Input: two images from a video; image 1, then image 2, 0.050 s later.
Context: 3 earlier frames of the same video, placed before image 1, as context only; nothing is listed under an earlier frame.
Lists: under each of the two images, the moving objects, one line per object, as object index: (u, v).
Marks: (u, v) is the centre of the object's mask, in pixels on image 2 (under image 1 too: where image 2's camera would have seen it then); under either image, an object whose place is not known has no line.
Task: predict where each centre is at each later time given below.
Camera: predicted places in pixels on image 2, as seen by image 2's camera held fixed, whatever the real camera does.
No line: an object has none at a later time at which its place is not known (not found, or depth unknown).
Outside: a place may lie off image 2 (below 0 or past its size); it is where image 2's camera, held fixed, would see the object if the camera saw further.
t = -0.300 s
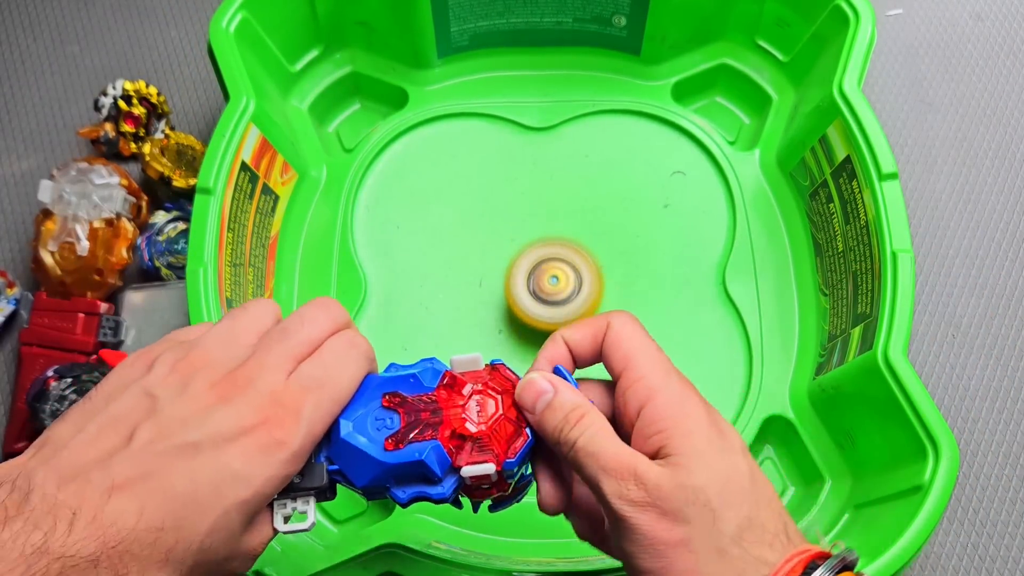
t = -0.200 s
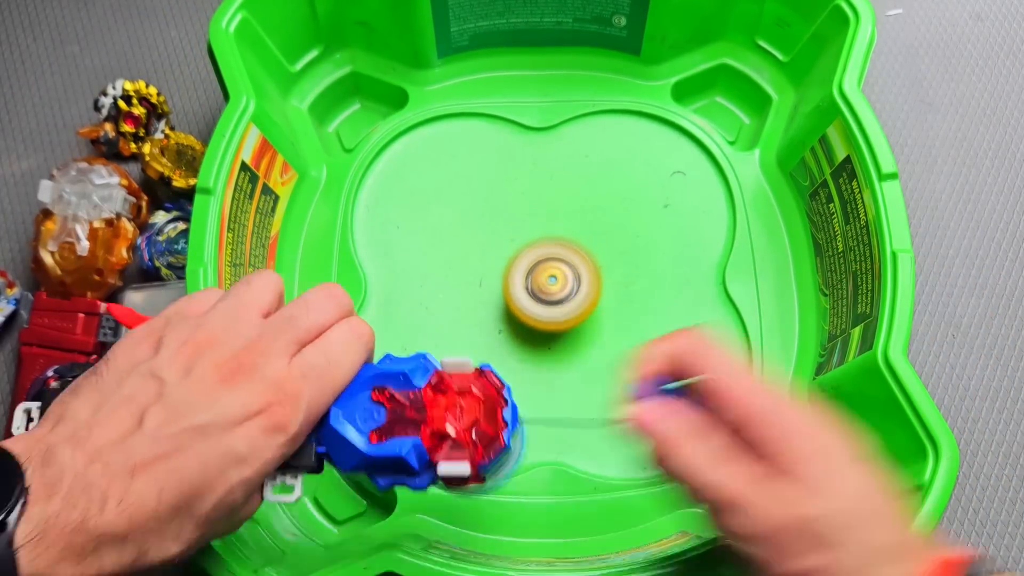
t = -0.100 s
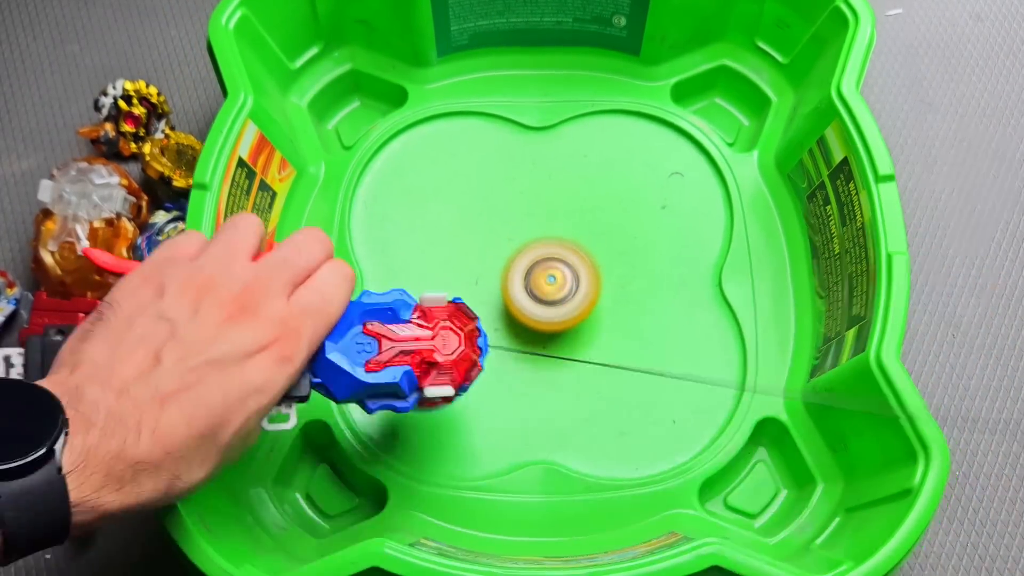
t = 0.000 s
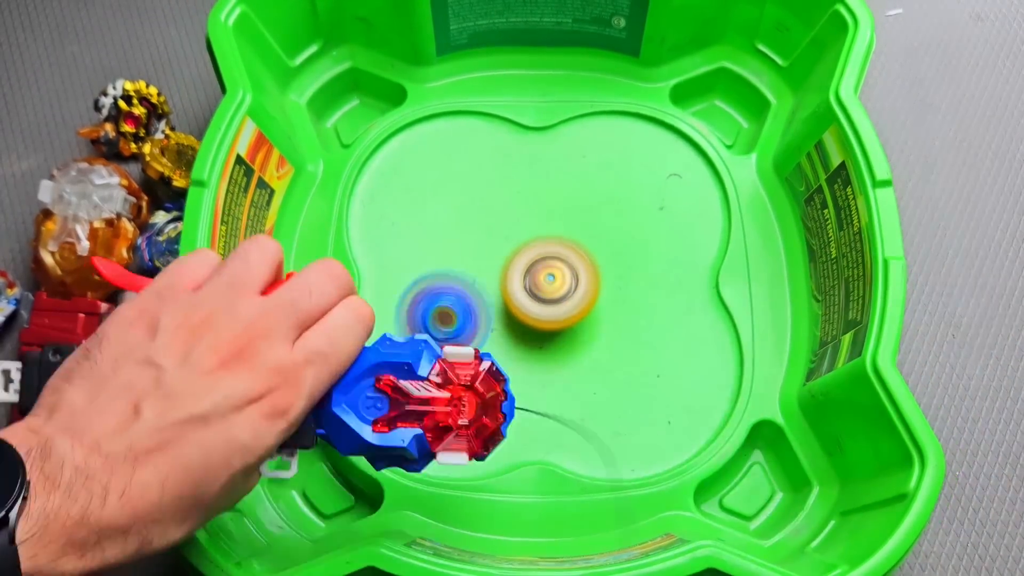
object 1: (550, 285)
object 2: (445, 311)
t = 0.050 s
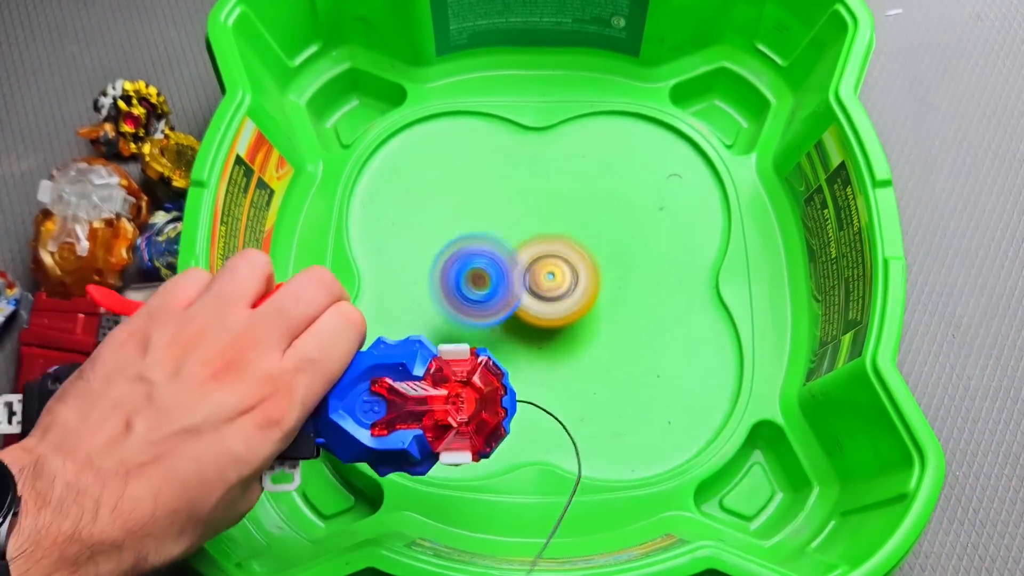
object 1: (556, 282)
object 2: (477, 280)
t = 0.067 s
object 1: (559, 282)
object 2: (489, 271)
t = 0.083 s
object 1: (562, 286)
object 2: (498, 259)
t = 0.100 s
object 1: (558, 288)
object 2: (504, 241)
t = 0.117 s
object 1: (554, 289)
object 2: (511, 226)
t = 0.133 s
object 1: (552, 289)
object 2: (517, 214)
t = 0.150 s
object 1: (551, 290)
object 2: (523, 202)
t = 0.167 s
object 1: (551, 296)
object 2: (529, 180)
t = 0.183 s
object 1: (550, 303)
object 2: (535, 162)
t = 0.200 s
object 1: (548, 310)
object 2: (542, 142)
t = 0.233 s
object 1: (543, 321)
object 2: (558, 94)
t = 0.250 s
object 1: (540, 327)
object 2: (567, 73)
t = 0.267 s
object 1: (537, 333)
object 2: (574, 58)
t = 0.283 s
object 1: (534, 337)
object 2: (577, 65)
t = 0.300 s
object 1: (530, 341)
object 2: (580, 75)
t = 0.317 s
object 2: (582, 86)
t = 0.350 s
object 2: (583, 100)
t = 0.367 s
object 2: (583, 110)
